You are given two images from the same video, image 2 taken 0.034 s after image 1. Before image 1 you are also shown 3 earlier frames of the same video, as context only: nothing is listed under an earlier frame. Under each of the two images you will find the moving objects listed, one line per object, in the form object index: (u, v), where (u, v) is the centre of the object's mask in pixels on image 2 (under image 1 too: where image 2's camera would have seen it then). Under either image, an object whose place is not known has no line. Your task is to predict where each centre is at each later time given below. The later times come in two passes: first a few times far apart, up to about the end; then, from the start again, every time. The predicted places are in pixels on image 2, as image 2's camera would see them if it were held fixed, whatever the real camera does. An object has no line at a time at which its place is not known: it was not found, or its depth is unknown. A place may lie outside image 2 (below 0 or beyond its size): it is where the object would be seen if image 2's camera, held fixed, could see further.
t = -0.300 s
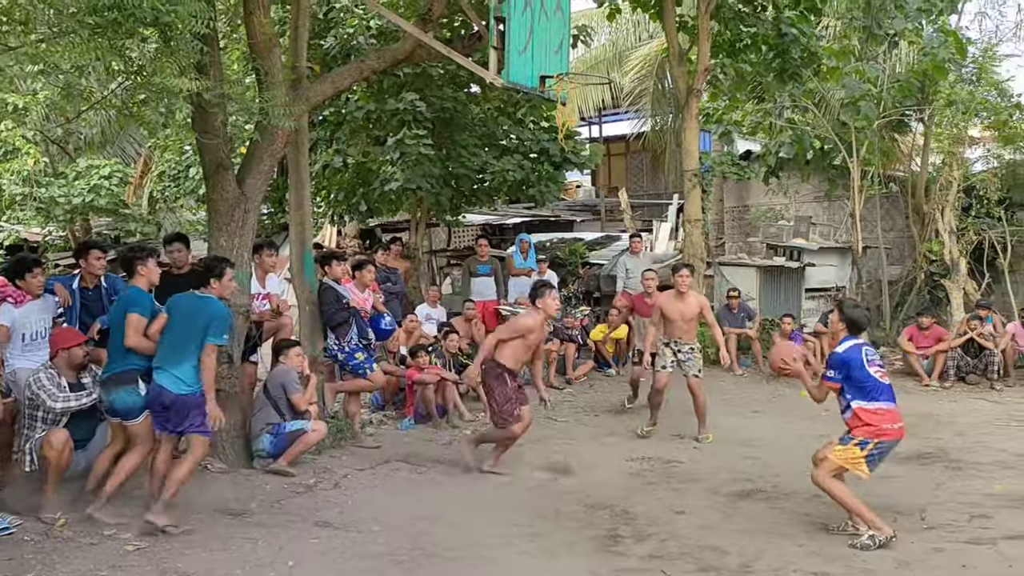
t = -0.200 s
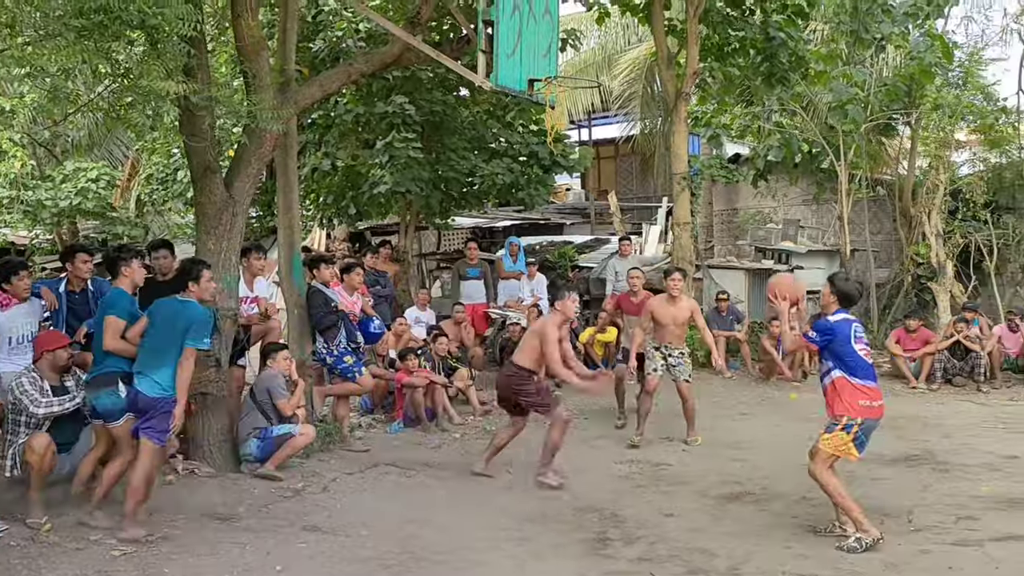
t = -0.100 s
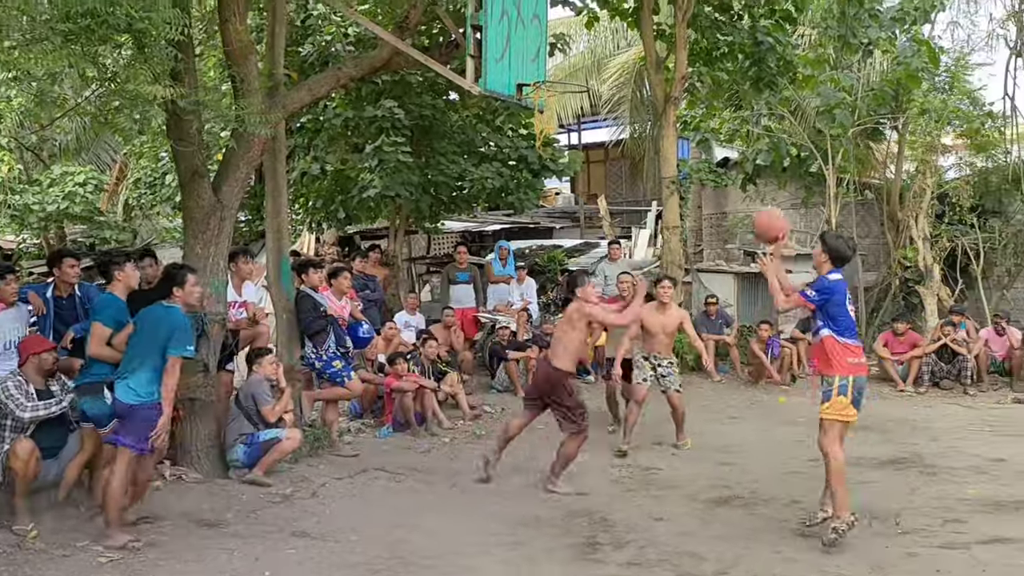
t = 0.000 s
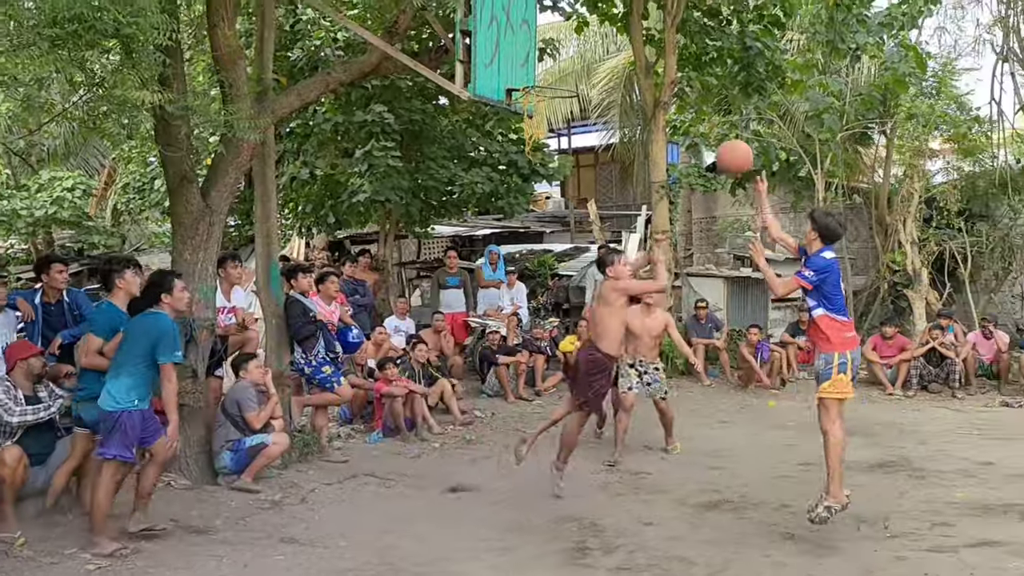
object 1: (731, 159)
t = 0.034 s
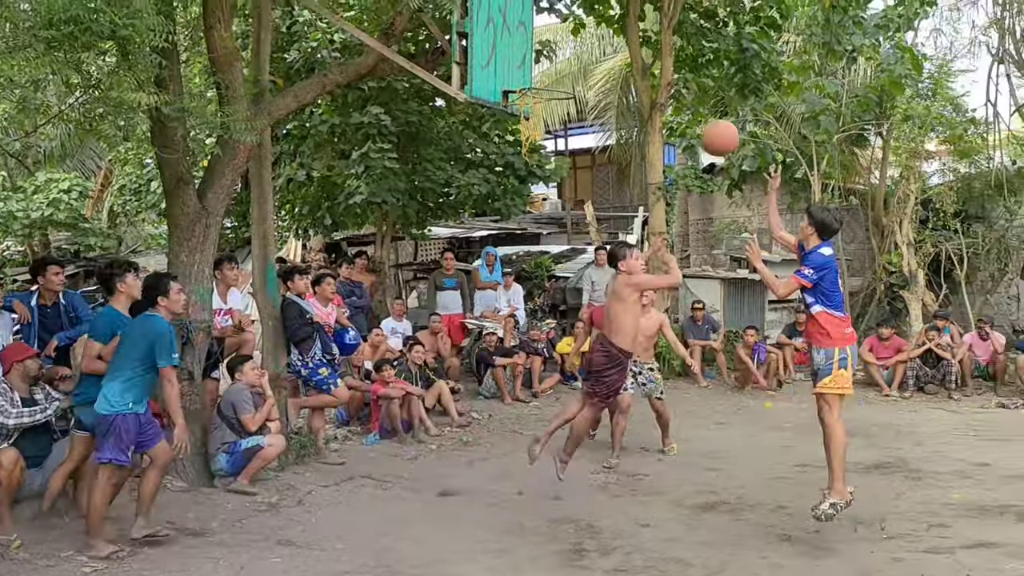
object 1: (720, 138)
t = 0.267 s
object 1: (654, 43)
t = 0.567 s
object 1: (581, 44)
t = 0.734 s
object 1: (550, 79)
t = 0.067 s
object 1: (710, 119)
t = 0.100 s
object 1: (701, 101)
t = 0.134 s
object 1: (691, 84)
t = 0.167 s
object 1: (681, 73)
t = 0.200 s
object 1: (672, 60)
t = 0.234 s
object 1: (663, 51)
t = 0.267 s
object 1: (654, 43)
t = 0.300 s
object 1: (645, 37)
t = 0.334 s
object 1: (637, 32)
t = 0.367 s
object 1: (628, 29)
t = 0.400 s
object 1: (619, 27)
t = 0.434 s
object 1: (611, 28)
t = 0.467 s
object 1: (603, 29)
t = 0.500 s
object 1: (596, 33)
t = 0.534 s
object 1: (589, 37)
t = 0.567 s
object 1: (581, 44)
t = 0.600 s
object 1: (574, 52)
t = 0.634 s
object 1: (566, 62)
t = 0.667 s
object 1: (559, 72)
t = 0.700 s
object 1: (552, 83)
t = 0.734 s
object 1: (550, 79)
